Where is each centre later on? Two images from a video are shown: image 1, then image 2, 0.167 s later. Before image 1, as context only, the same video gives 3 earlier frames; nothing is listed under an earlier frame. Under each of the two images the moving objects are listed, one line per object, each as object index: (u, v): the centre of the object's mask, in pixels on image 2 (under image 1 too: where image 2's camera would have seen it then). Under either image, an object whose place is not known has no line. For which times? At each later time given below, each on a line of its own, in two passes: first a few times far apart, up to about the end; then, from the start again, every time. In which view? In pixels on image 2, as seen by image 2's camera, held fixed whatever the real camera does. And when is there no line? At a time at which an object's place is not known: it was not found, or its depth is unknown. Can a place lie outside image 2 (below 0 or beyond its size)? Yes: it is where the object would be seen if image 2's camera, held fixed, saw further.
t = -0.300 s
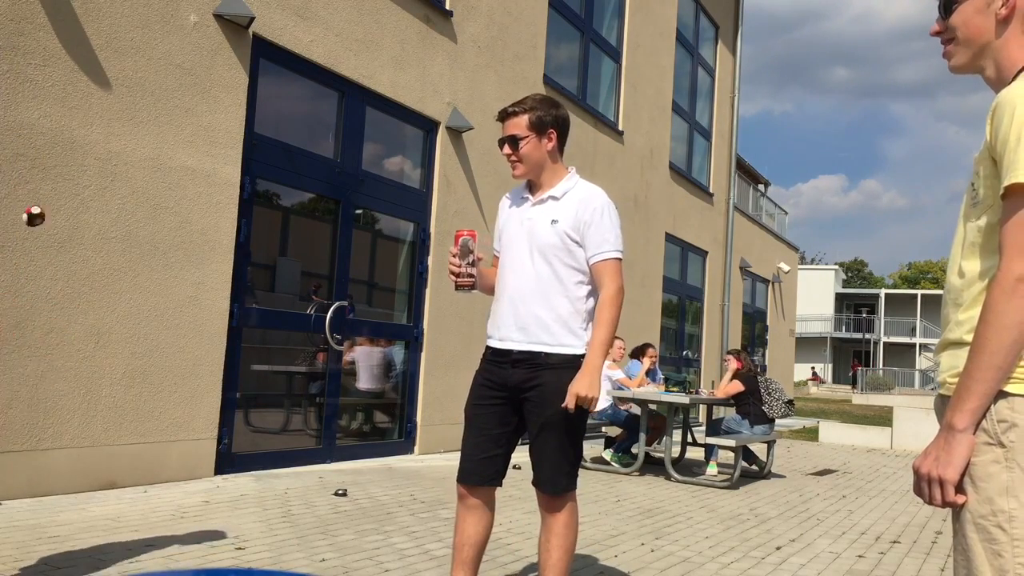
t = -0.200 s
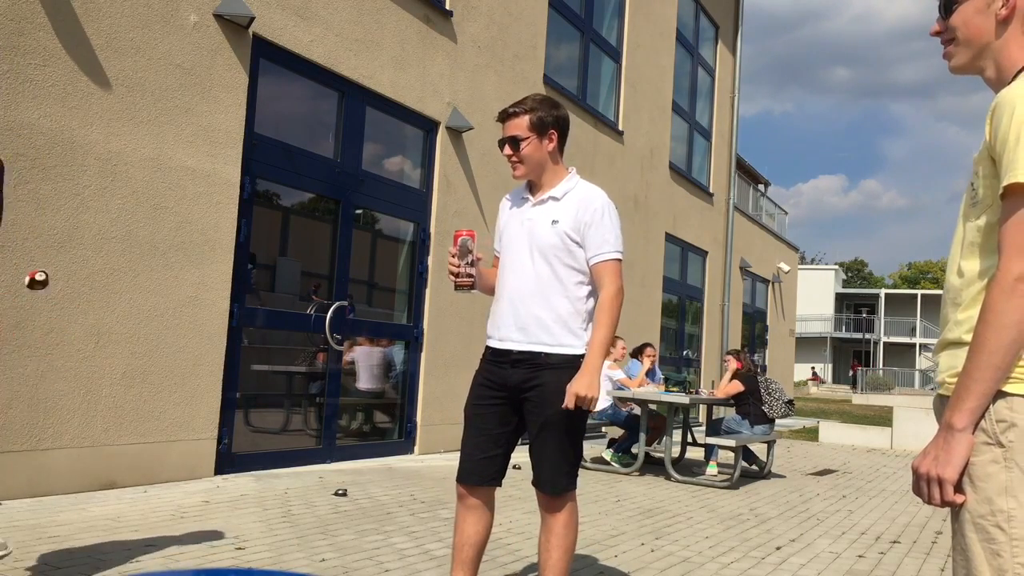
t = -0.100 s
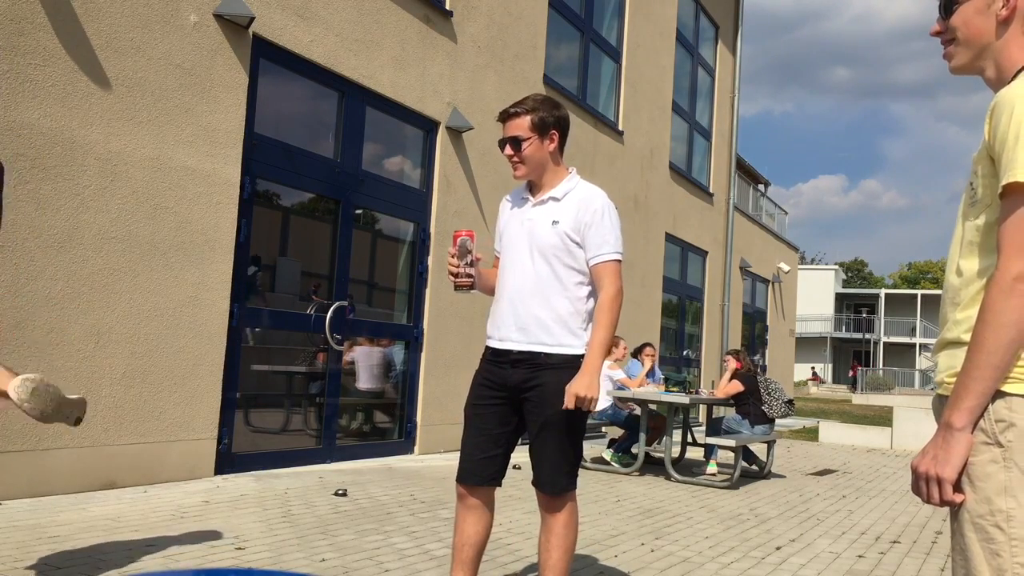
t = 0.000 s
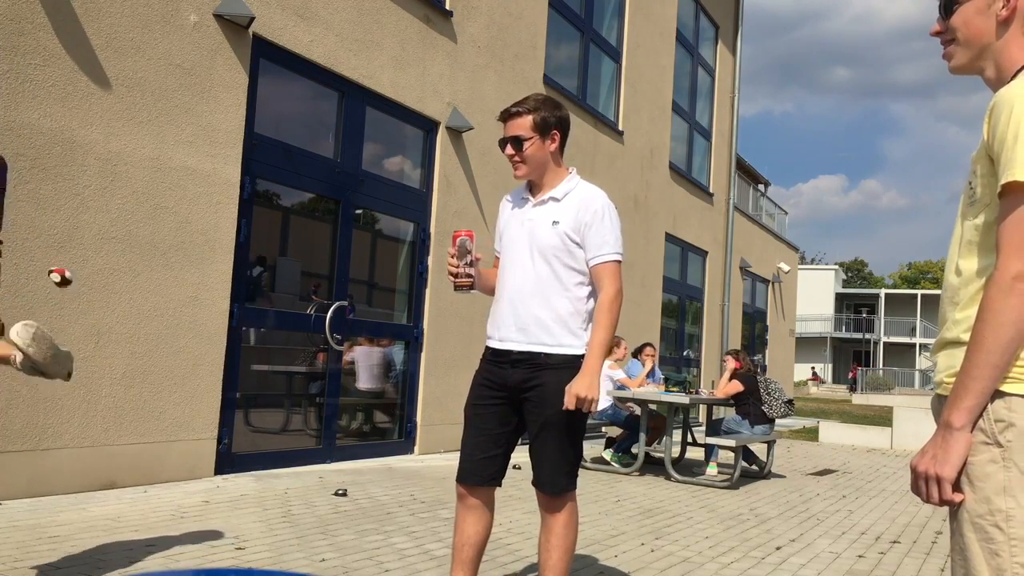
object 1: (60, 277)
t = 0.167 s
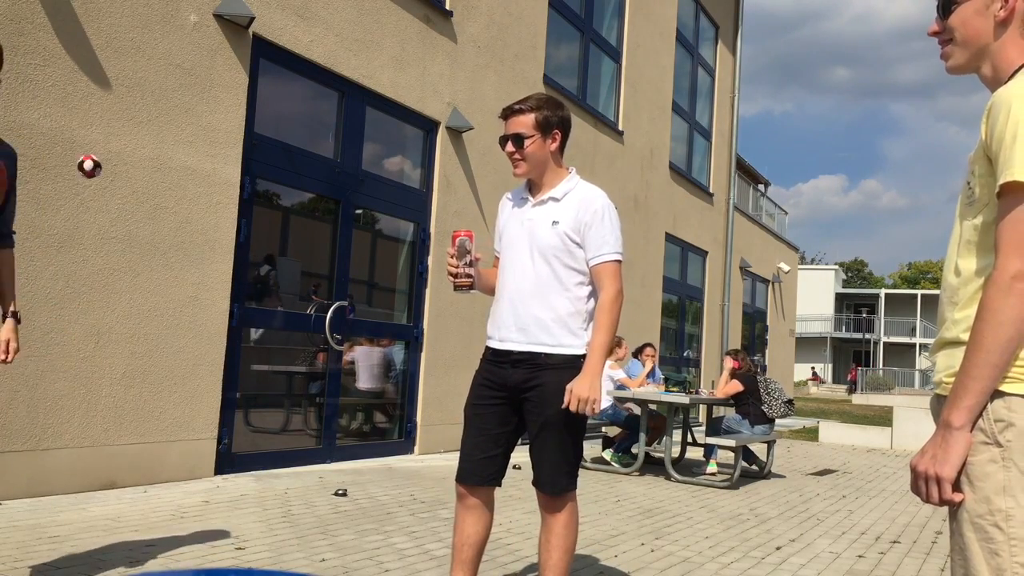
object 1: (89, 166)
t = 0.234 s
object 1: (98, 150)
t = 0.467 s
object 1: (117, 232)
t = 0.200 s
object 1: (94, 156)
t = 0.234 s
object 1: (98, 150)
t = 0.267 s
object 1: (102, 147)
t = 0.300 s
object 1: (106, 149)
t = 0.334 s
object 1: (108, 156)
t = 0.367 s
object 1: (111, 167)
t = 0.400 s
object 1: (114, 184)
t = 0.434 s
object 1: (116, 205)
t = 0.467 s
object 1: (117, 232)
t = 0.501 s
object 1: (118, 265)
